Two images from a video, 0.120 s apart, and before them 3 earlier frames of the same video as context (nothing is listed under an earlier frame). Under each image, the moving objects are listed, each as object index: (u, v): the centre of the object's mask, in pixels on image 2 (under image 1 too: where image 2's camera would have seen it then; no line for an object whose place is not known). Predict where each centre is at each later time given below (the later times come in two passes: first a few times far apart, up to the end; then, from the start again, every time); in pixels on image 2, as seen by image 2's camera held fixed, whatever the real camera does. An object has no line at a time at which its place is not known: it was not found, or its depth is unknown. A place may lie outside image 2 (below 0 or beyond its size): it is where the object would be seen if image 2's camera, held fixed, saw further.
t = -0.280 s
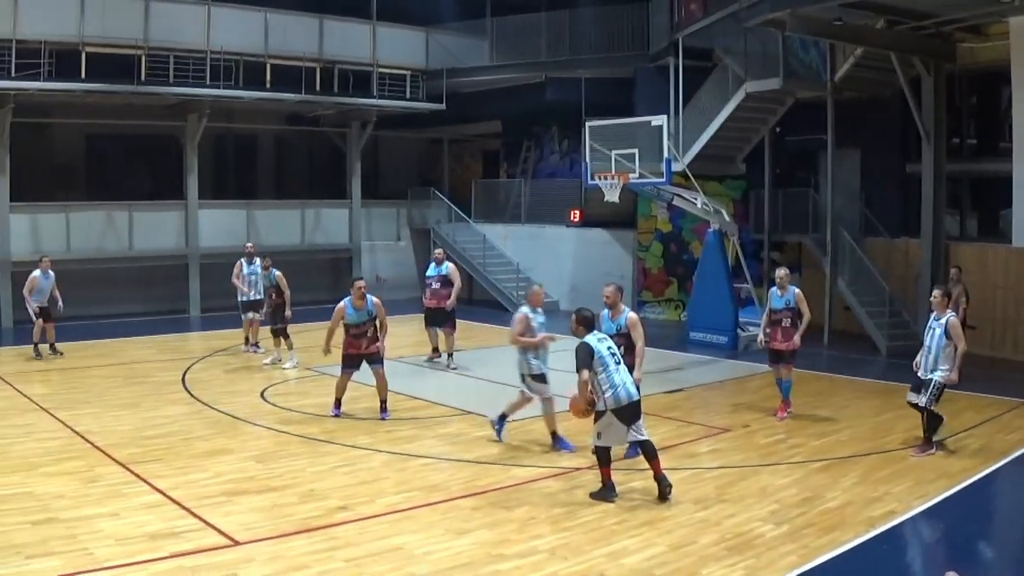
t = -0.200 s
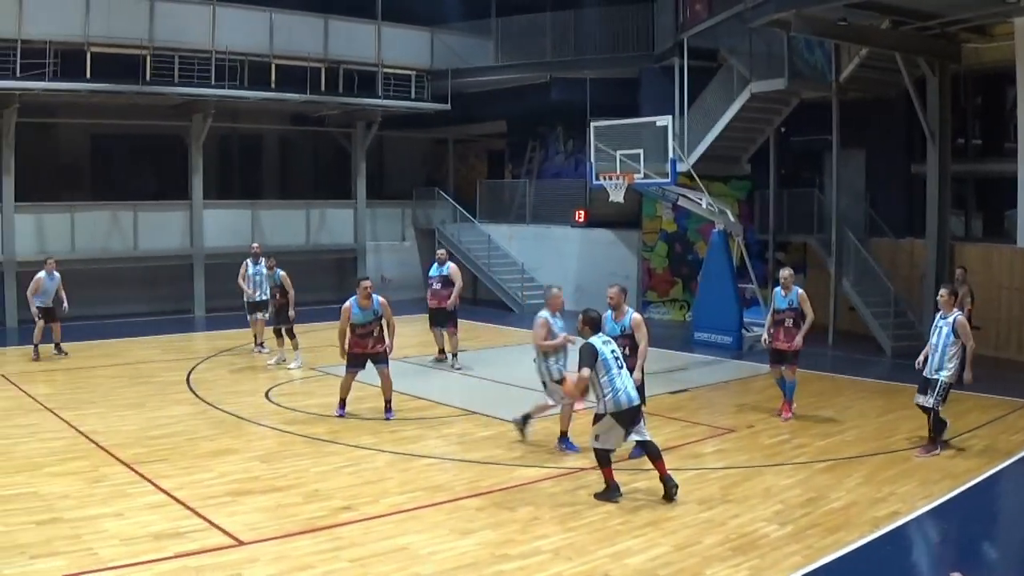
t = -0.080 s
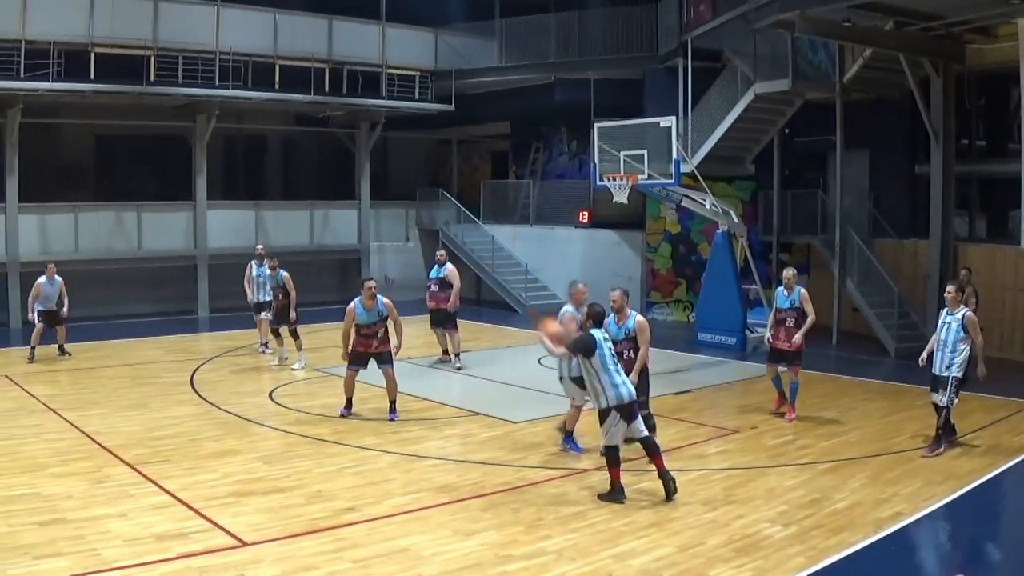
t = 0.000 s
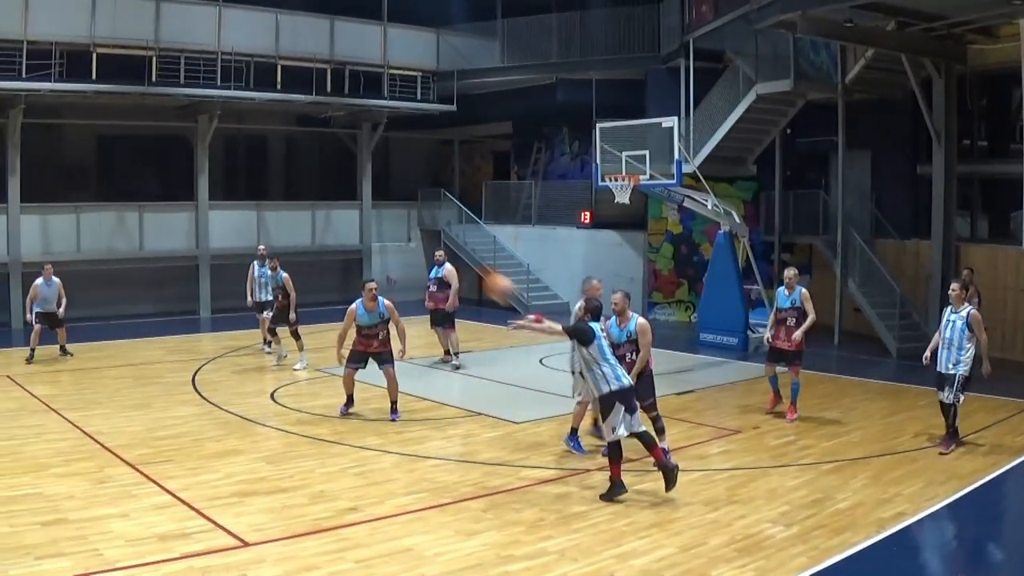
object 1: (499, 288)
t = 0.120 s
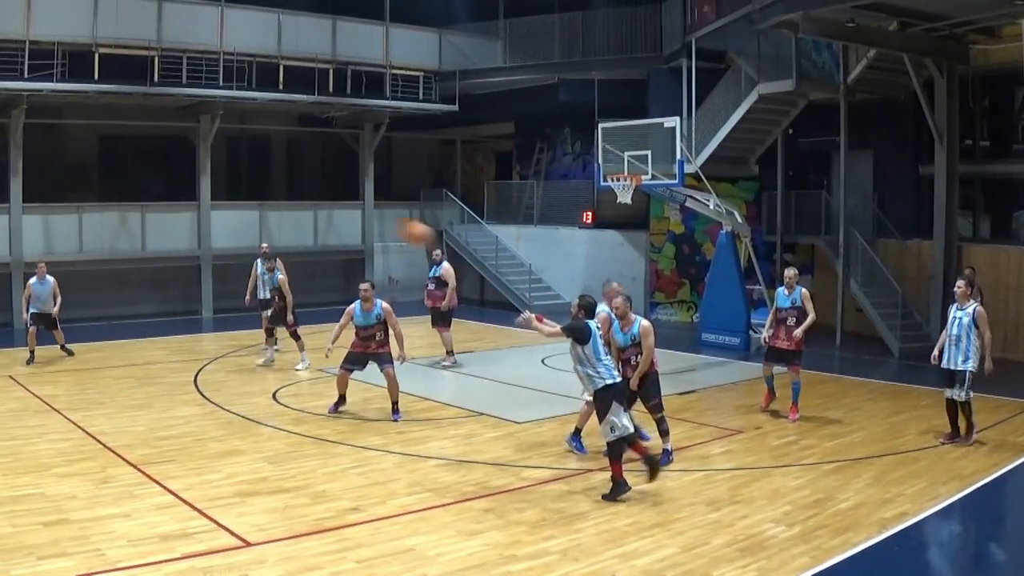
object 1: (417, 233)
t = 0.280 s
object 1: (322, 192)
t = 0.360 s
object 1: (285, 183)
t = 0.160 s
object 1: (391, 219)
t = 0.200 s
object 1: (369, 209)
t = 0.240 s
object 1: (344, 198)
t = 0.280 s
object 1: (322, 192)
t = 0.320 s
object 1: (302, 186)
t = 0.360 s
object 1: (285, 183)
